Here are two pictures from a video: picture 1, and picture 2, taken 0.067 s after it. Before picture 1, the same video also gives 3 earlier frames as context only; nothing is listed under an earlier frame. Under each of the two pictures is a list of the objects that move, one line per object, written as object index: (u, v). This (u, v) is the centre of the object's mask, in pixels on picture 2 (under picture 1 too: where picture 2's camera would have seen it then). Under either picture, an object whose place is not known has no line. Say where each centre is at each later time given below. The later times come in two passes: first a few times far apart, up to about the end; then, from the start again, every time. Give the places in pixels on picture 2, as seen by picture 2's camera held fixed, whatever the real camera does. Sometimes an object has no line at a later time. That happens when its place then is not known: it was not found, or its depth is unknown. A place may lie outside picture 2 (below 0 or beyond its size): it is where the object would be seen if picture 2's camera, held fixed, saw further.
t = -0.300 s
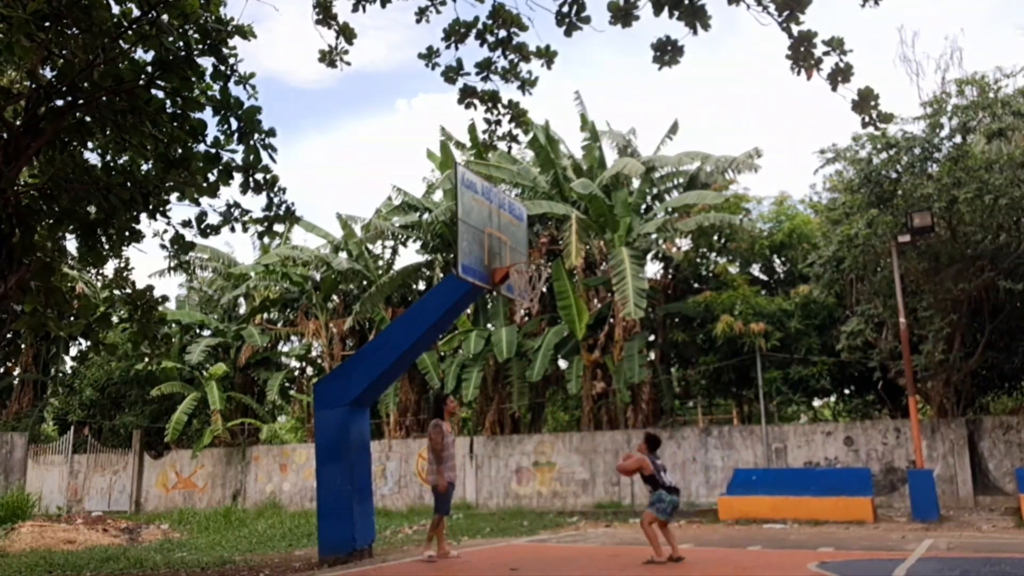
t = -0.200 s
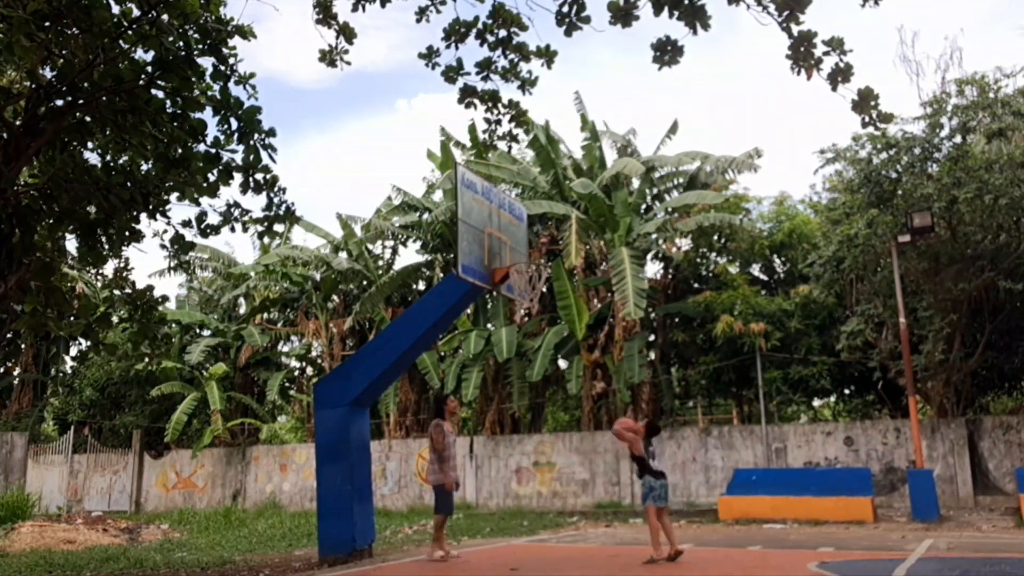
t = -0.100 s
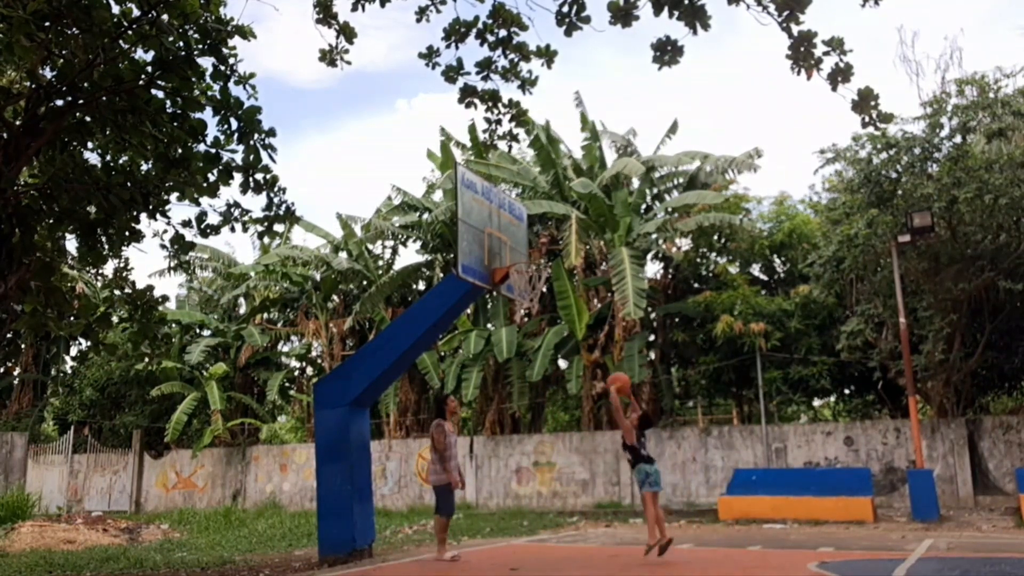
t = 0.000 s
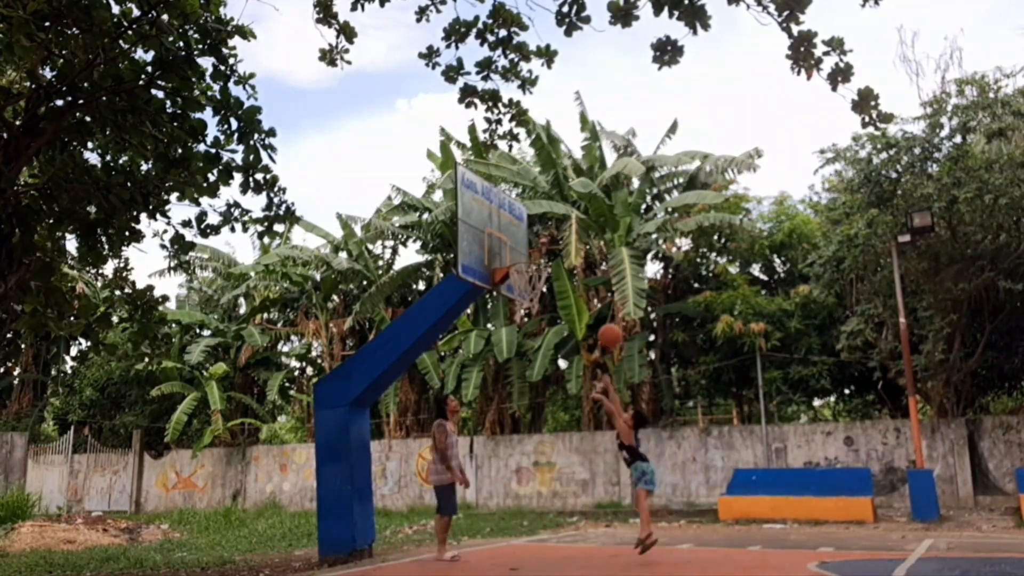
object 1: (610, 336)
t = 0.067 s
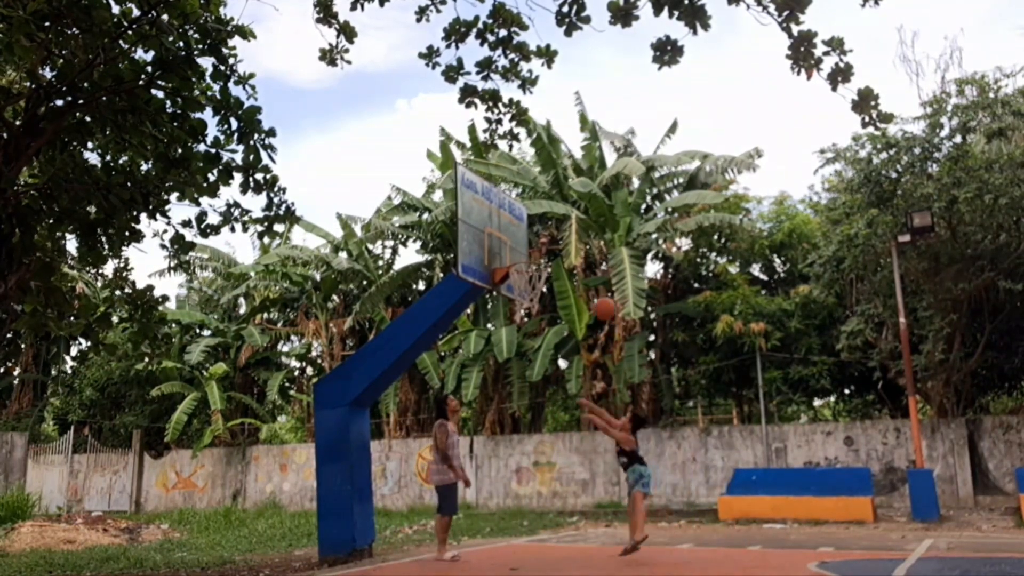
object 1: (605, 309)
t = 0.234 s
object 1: (593, 263)
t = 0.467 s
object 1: (581, 240)
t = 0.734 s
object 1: (567, 271)
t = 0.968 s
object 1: (558, 346)
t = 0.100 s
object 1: (602, 297)
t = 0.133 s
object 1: (599, 287)
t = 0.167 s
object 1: (598, 277)
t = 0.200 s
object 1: (595, 269)
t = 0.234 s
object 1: (593, 263)
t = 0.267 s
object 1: (592, 257)
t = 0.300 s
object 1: (590, 252)
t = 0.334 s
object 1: (587, 247)
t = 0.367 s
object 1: (586, 244)
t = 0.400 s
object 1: (584, 242)
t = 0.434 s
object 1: (583, 241)
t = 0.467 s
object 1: (581, 240)
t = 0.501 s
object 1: (579, 241)
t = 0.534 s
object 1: (577, 242)
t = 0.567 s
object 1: (575, 245)
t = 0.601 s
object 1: (574, 248)
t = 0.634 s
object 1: (572, 253)
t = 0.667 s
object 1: (570, 258)
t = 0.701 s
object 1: (569, 264)
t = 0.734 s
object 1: (567, 271)
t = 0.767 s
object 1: (566, 279)
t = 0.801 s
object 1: (564, 288)
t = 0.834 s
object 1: (563, 297)
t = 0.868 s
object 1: (562, 308)
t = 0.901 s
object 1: (561, 319)
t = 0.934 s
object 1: (560, 332)
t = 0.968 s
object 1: (558, 346)
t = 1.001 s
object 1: (557, 361)
